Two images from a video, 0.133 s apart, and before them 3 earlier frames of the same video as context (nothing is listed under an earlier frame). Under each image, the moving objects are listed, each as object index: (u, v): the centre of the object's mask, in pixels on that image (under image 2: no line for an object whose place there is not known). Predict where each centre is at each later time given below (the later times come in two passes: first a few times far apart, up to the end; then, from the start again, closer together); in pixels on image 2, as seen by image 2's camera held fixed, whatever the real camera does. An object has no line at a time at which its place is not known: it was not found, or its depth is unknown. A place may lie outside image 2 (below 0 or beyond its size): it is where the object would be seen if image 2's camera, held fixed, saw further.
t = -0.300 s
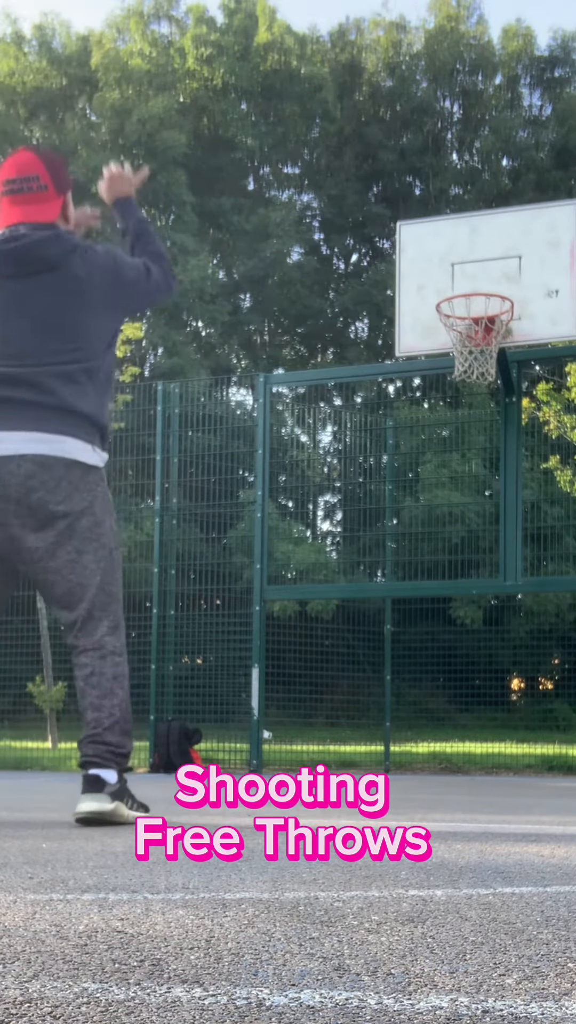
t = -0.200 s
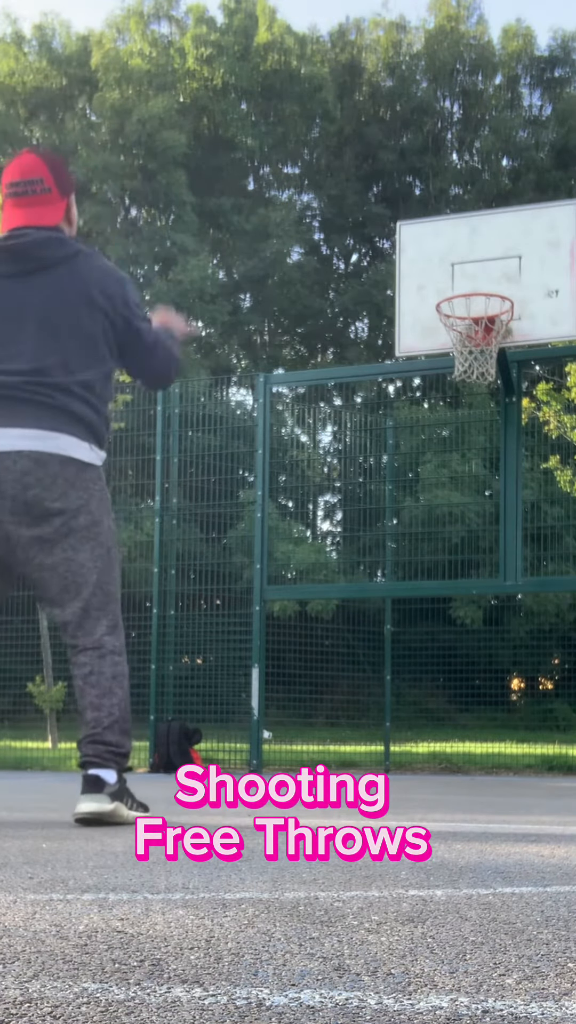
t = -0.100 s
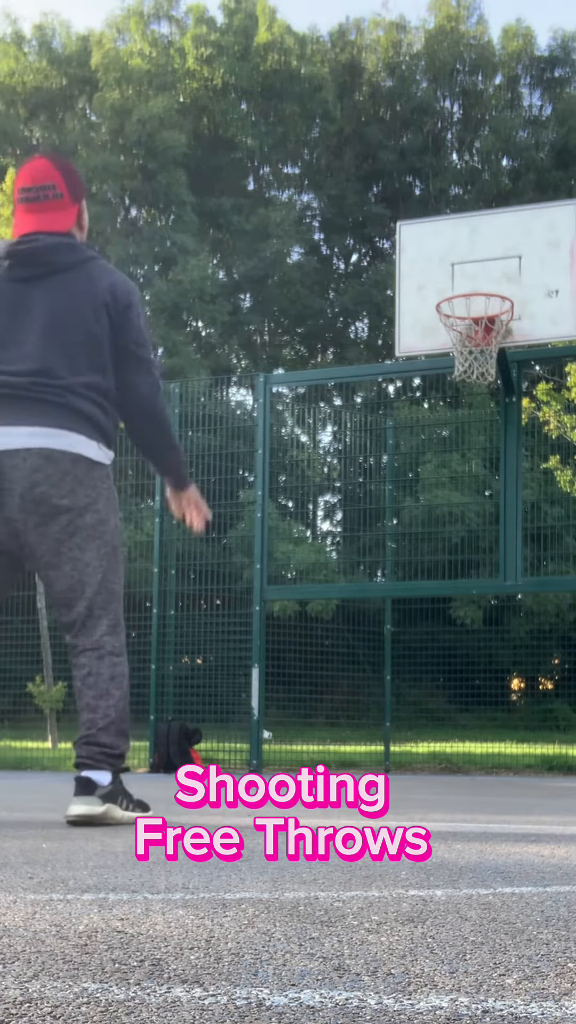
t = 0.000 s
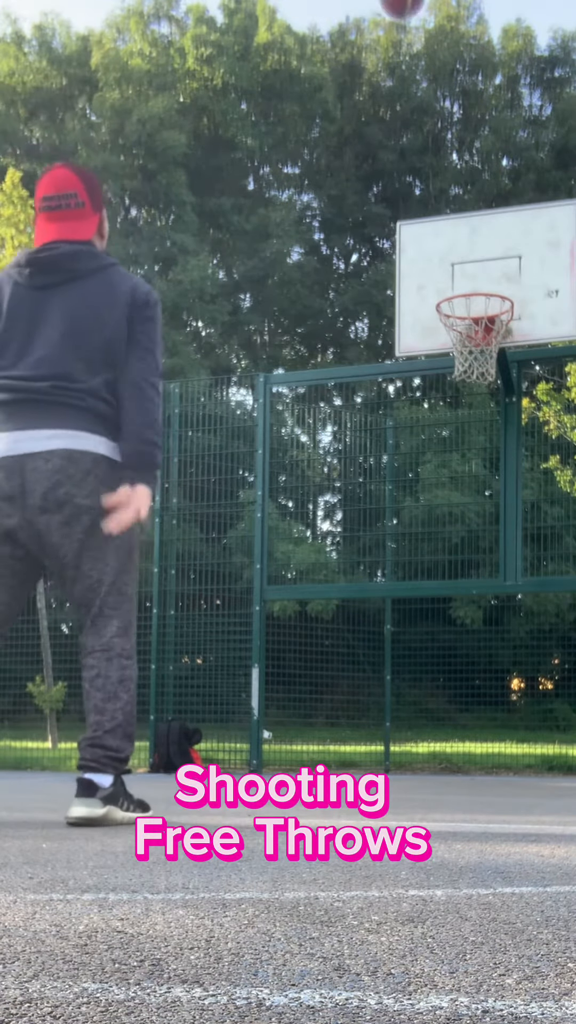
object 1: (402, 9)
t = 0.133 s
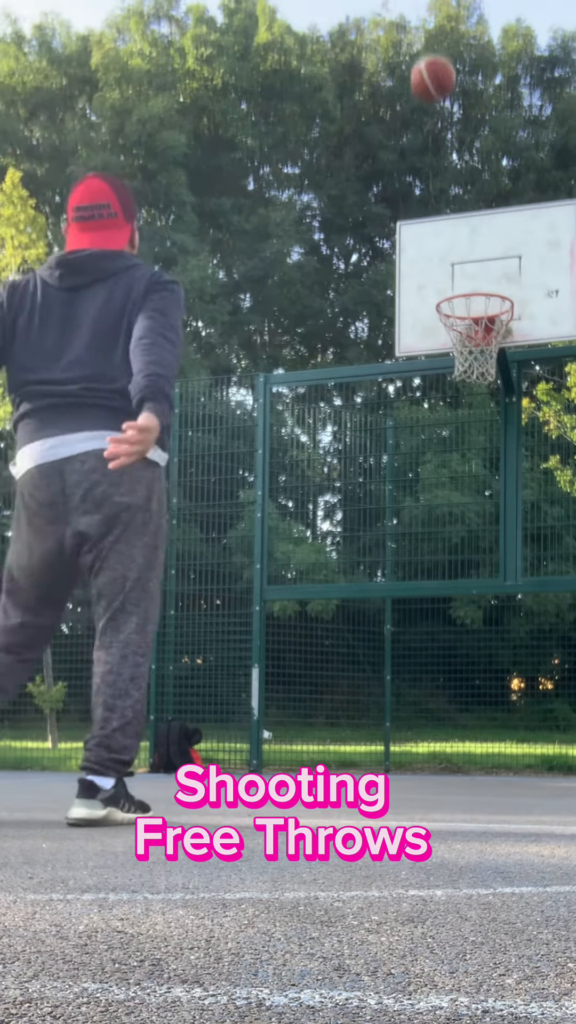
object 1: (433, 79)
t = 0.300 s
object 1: (465, 209)
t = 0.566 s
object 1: (461, 380)
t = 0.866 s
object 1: (403, 561)
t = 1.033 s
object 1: (372, 718)
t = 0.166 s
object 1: (440, 104)
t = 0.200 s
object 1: (446, 129)
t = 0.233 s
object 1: (453, 155)
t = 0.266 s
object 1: (459, 182)
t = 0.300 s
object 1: (465, 209)
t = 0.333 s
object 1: (471, 238)
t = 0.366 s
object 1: (476, 268)
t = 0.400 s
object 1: (481, 299)
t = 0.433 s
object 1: (484, 328)
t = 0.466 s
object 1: (481, 344)
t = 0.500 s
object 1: (473, 361)
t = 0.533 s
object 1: (466, 369)
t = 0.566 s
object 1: (461, 380)
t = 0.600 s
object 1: (455, 394)
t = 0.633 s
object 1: (448, 409)
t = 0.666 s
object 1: (441, 426)
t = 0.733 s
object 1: (428, 464)
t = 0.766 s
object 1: (421, 486)
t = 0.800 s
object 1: (415, 509)
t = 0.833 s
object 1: (409, 535)
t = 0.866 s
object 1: (403, 561)
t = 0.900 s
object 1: (397, 590)
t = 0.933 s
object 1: (391, 619)
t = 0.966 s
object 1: (384, 651)
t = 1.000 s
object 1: (378, 684)
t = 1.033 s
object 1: (372, 718)
